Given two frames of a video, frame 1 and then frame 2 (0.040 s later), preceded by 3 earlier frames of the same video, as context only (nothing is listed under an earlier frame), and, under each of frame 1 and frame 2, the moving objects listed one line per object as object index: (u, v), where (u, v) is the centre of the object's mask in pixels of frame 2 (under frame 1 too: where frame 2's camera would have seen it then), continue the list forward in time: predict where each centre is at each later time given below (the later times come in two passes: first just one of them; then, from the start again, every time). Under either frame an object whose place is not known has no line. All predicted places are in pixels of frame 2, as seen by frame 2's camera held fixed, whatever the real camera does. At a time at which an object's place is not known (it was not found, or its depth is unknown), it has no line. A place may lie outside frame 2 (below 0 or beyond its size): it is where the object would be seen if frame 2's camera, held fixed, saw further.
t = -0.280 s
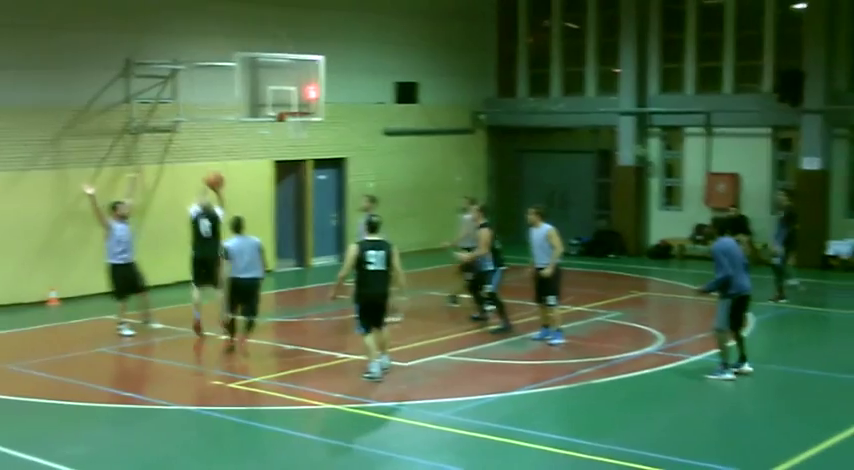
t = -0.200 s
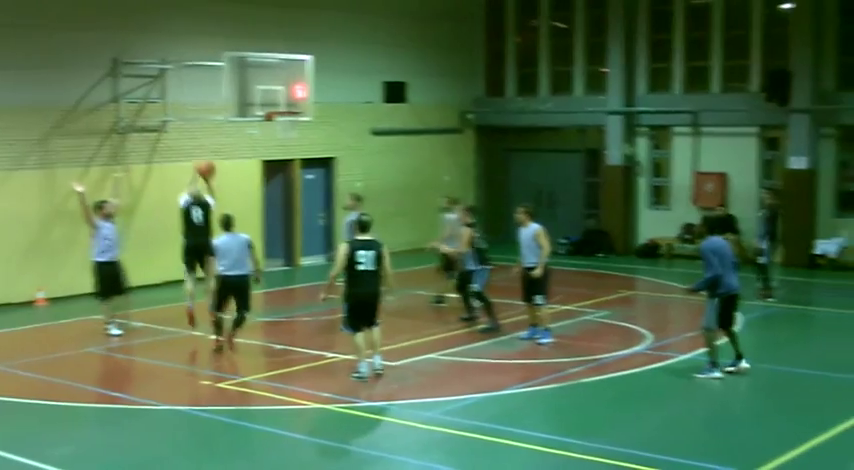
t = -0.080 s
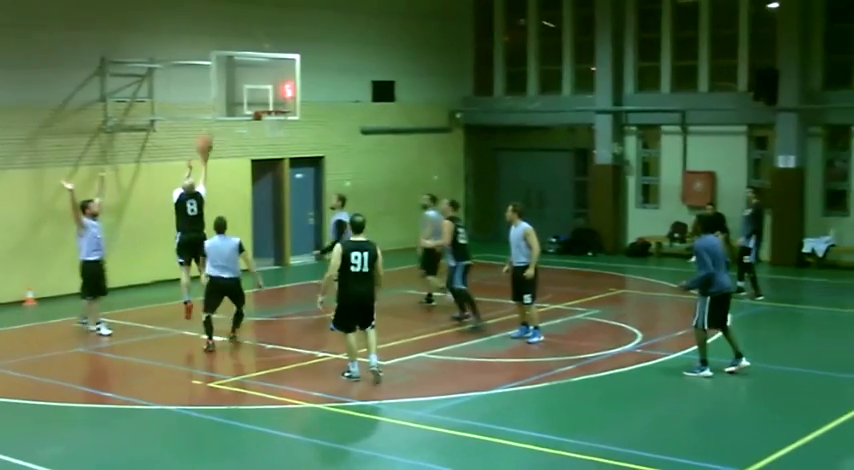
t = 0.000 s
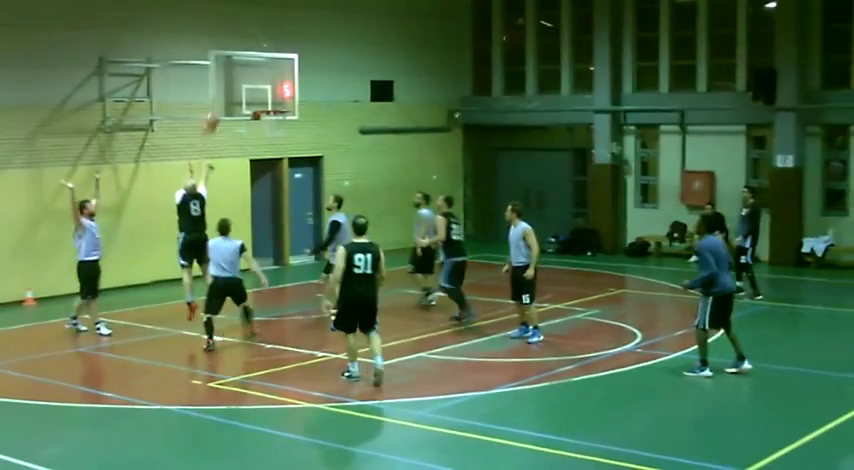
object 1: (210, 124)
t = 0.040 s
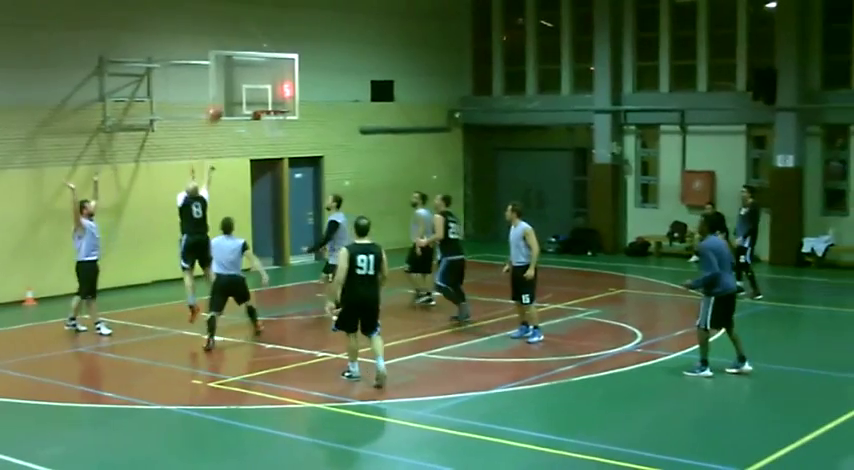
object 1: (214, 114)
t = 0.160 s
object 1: (222, 96)
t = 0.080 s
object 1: (216, 107)
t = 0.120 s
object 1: (220, 101)
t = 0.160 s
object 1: (222, 96)
